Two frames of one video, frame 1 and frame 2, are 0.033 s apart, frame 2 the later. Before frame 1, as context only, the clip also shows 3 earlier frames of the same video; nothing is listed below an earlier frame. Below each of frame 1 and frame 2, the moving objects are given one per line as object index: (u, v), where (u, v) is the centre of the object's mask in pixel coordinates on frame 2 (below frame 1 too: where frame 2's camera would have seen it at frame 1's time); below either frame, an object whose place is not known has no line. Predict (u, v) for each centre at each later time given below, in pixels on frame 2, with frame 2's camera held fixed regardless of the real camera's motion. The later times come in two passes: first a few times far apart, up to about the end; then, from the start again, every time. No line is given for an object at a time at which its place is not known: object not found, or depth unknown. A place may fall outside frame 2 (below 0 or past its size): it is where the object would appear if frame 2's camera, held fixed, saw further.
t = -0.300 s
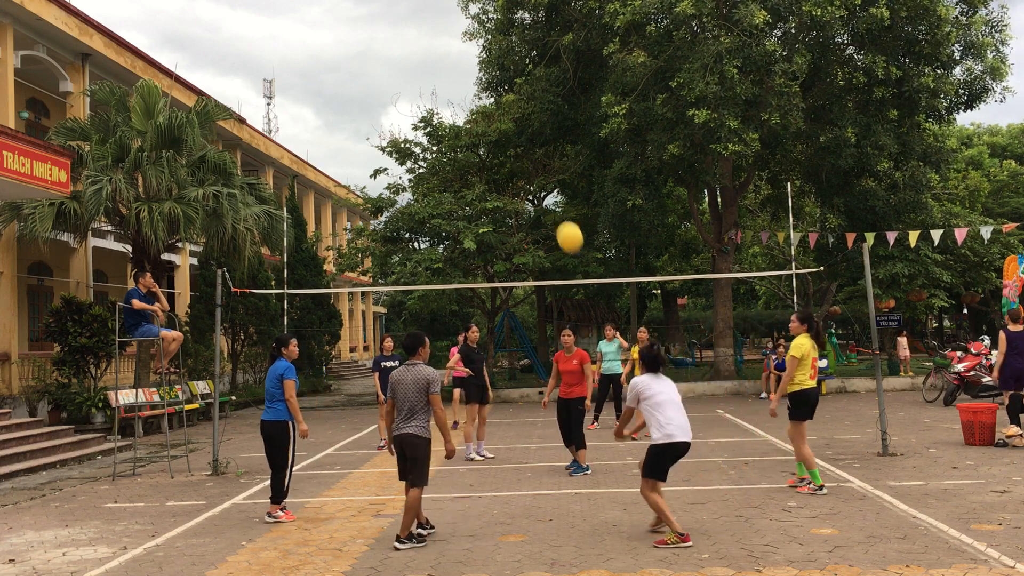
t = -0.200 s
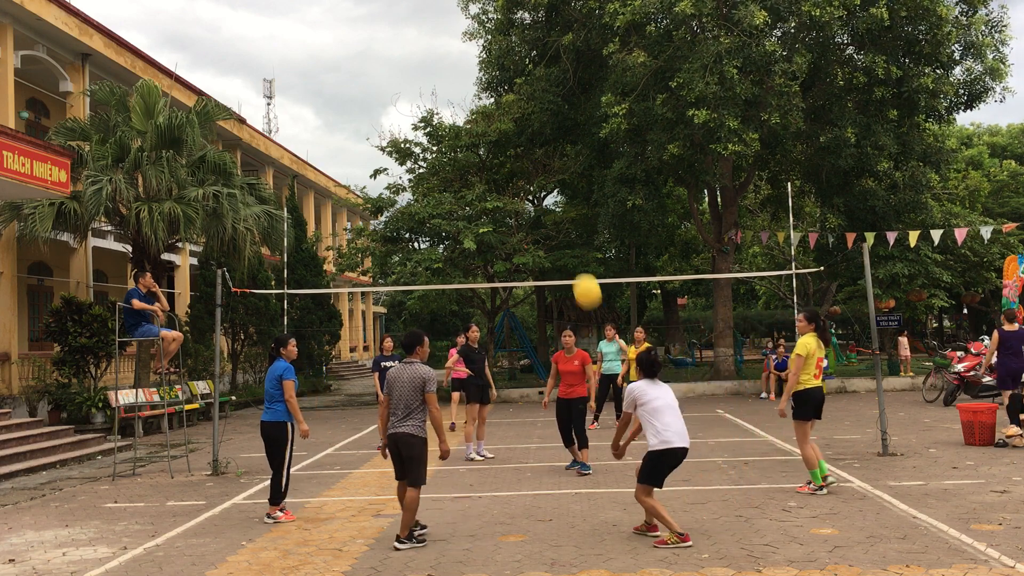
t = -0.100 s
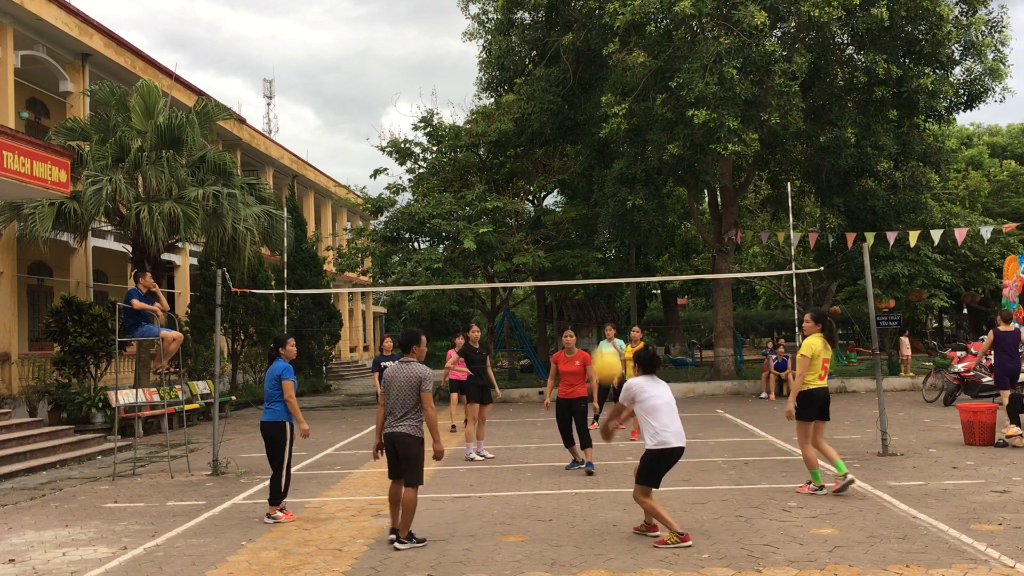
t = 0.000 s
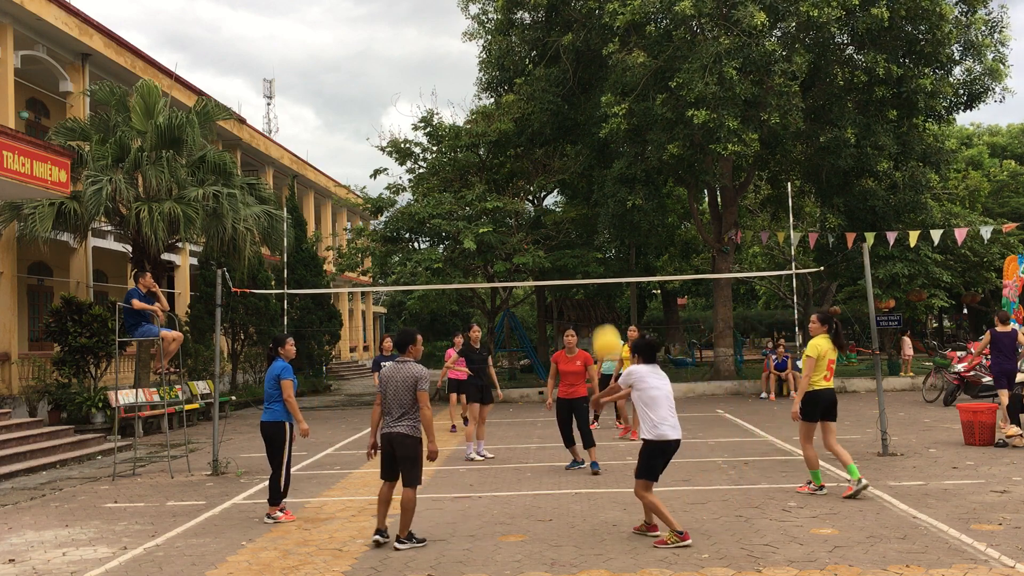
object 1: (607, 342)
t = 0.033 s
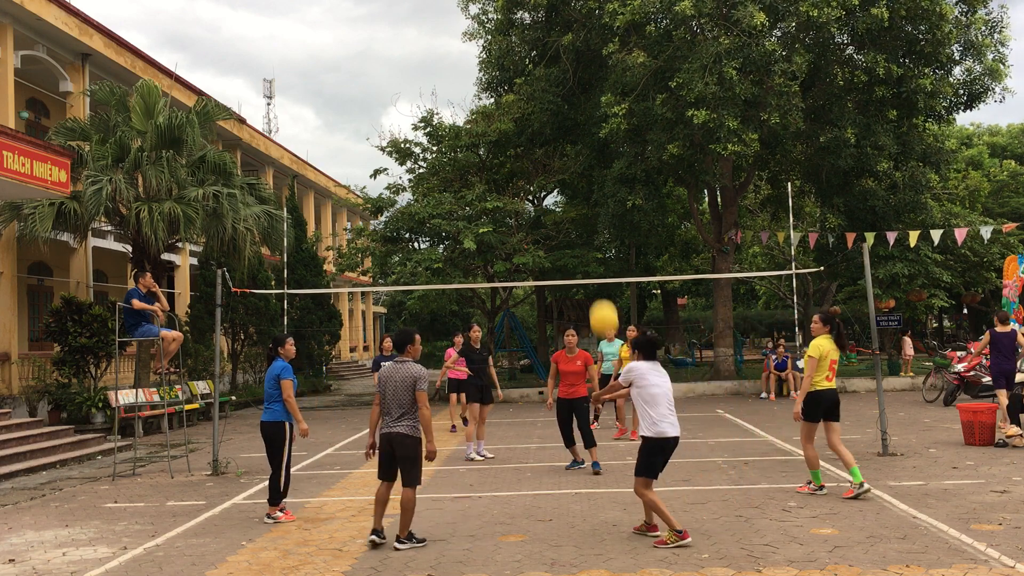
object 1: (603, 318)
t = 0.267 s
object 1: (586, 191)
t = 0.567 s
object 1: (566, 138)
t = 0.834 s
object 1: (553, 167)
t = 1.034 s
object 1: (547, 230)
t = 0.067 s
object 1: (601, 296)
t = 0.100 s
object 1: (598, 273)
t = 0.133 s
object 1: (595, 253)
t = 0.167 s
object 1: (592, 235)
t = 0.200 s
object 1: (590, 219)
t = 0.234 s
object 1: (588, 204)
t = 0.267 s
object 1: (586, 191)
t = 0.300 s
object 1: (583, 179)
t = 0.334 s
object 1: (581, 169)
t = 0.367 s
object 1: (579, 161)
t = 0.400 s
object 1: (577, 154)
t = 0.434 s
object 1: (575, 148)
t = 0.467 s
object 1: (572, 144)
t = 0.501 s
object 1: (570, 141)
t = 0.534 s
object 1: (568, 139)
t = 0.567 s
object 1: (566, 138)
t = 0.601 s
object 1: (564, 138)
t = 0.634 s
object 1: (562, 139)
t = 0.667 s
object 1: (560, 141)
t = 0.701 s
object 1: (559, 145)
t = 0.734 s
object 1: (557, 149)
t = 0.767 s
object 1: (556, 154)
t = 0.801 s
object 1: (555, 160)
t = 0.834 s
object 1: (553, 167)
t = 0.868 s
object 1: (552, 175)
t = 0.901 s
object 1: (551, 184)
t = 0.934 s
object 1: (550, 194)
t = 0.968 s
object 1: (549, 205)
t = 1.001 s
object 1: (548, 217)
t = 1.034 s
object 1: (547, 230)
